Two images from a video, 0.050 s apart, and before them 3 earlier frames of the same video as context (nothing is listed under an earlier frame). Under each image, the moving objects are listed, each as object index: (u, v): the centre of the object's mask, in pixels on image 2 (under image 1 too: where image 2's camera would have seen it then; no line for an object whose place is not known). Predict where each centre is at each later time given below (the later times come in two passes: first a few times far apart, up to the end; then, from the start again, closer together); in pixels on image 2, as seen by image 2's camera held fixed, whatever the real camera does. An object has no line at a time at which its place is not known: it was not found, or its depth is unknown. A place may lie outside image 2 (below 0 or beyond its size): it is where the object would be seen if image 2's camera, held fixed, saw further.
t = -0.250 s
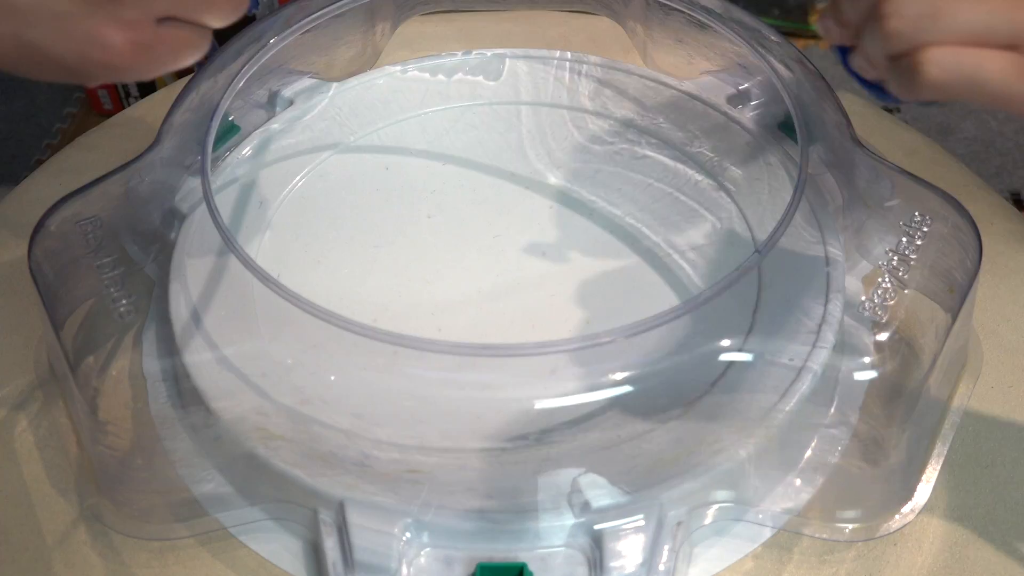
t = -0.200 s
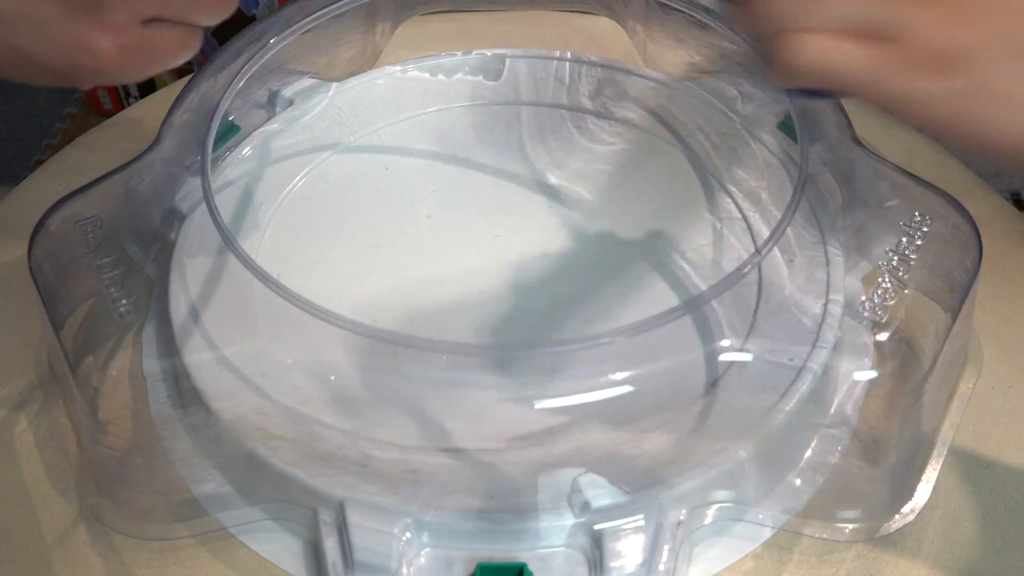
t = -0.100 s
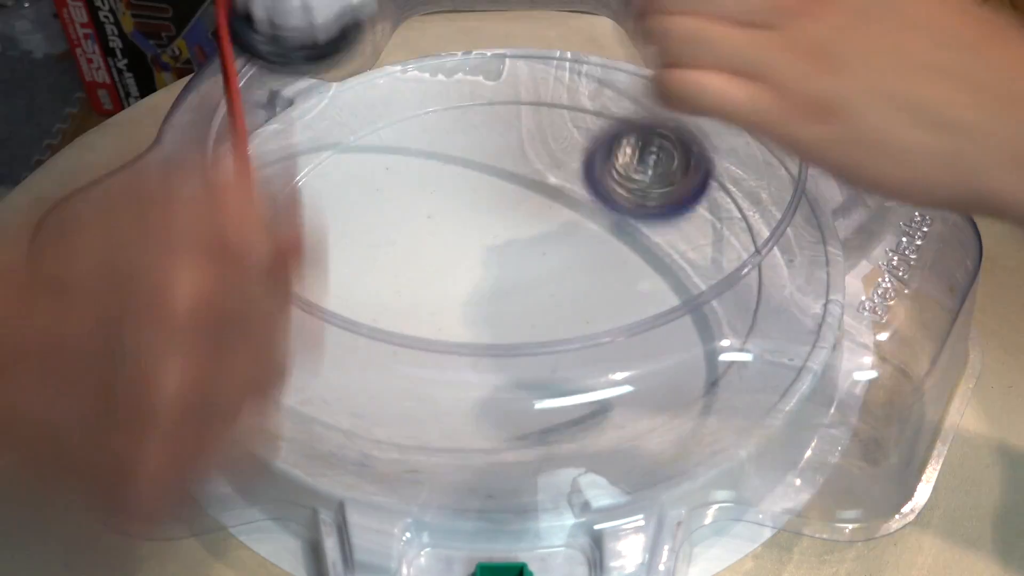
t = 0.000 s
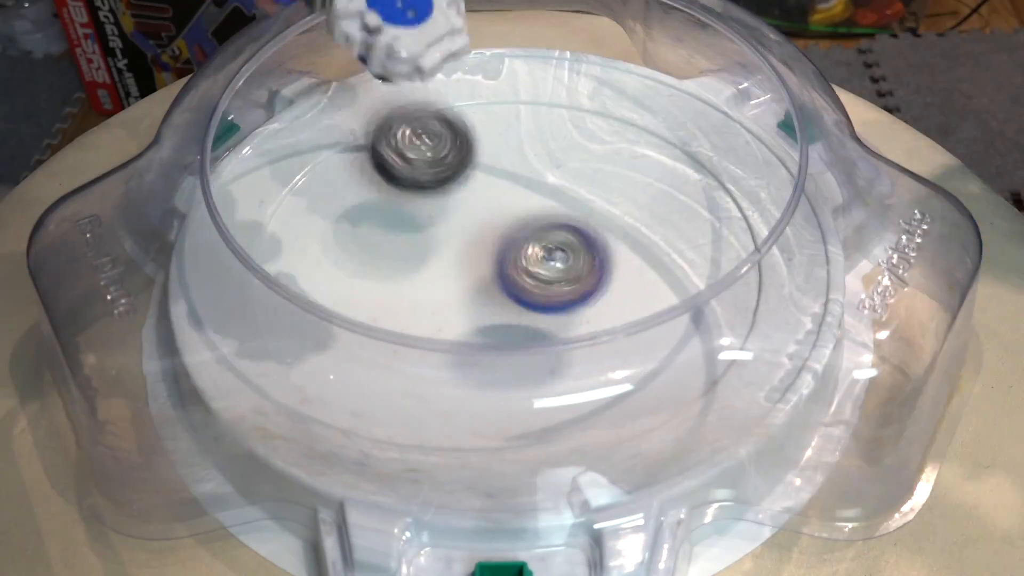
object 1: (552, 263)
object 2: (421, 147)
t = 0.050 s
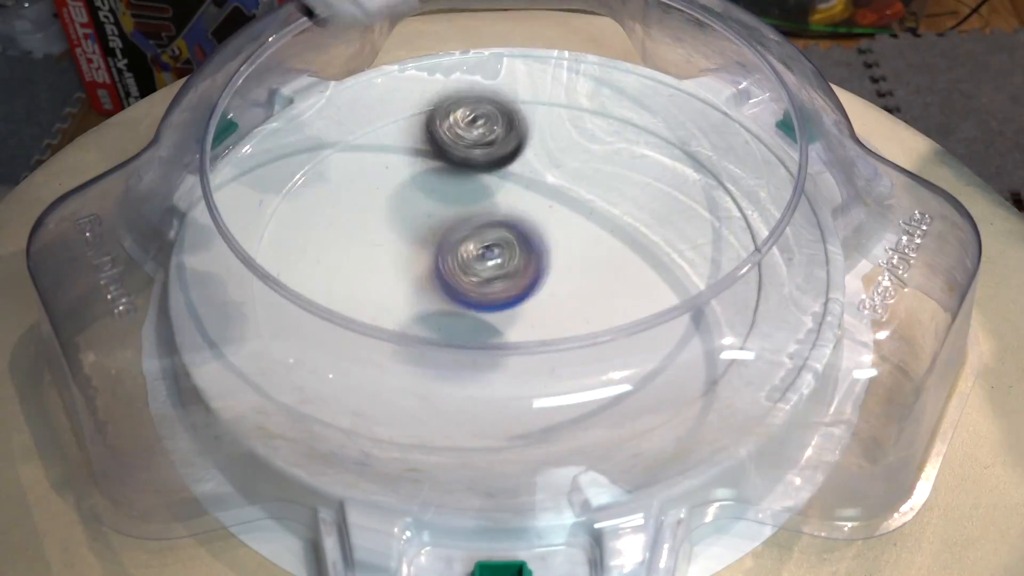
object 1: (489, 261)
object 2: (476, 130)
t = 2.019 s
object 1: (370, 395)
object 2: (583, 97)
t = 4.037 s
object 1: (365, 389)
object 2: (233, 231)
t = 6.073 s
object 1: (367, 265)
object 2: (381, 147)
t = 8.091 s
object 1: (360, 268)
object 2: (492, 357)
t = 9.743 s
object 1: (451, 280)
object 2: (616, 369)
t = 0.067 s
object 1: (467, 268)
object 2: (493, 119)
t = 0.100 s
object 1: (429, 270)
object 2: (527, 110)
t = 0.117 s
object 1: (410, 262)
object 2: (543, 112)
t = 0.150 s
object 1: (374, 257)
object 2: (575, 109)
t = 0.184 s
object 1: (342, 246)
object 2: (604, 111)
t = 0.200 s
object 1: (328, 239)
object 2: (618, 113)
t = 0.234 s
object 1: (303, 223)
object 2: (643, 119)
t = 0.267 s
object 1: (285, 206)
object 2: (664, 135)
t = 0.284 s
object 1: (279, 197)
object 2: (674, 145)
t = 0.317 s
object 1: (274, 180)
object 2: (690, 167)
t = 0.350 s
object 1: (287, 170)
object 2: (700, 197)
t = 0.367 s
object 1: (295, 169)
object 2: (703, 213)
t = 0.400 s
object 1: (317, 164)
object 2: (699, 246)
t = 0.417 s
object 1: (330, 162)
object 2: (696, 265)
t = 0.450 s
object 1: (357, 158)
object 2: (681, 305)
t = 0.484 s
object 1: (388, 154)
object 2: (655, 343)
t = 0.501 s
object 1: (403, 153)
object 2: (637, 361)
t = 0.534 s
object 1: (435, 149)
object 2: (591, 396)
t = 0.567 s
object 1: (467, 148)
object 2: (535, 417)
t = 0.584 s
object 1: (484, 149)
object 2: (503, 414)
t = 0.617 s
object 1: (515, 156)
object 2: (438, 414)
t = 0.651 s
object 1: (544, 169)
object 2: (377, 403)
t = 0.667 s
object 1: (557, 175)
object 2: (346, 390)
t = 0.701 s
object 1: (582, 193)
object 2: (293, 364)
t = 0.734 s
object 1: (601, 215)
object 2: (242, 333)
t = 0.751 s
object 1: (608, 230)
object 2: (219, 317)
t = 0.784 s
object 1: (618, 255)
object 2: (184, 278)
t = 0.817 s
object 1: (622, 280)
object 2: (185, 239)
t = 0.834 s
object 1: (618, 289)
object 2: (208, 234)
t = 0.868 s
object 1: (615, 322)
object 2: (250, 213)
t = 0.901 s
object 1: (601, 349)
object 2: (292, 201)
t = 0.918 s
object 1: (591, 360)
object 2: (316, 190)
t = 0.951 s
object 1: (568, 379)
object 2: (366, 172)
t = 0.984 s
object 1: (538, 400)
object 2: (418, 154)
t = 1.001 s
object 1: (519, 402)
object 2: (445, 147)
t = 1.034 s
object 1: (483, 410)
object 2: (500, 134)
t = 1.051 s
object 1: (465, 410)
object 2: (529, 130)
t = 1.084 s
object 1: (428, 407)
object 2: (584, 123)
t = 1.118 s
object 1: (392, 401)
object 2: (638, 120)
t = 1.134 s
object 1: (375, 394)
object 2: (661, 118)
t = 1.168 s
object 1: (347, 375)
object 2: (694, 132)
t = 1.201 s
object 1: (324, 347)
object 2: (725, 163)
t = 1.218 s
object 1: (314, 334)
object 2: (738, 179)
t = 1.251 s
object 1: (297, 306)
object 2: (759, 213)
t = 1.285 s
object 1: (283, 274)
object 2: (769, 252)
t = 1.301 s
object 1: (278, 258)
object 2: (770, 273)
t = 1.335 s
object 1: (276, 225)
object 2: (763, 321)
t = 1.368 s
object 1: (278, 193)
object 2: (748, 364)
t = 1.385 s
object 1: (284, 177)
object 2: (737, 387)
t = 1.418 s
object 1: (314, 150)
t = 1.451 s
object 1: (350, 131)
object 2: (648, 383)
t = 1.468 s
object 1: (370, 124)
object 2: (621, 385)
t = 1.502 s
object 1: (413, 111)
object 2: (573, 382)
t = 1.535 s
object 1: (460, 104)
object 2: (517, 364)
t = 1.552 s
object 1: (484, 103)
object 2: (490, 358)
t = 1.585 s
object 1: (533, 103)
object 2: (442, 330)
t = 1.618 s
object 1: (581, 109)
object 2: (403, 300)
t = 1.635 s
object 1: (605, 114)
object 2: (385, 289)
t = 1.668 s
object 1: (650, 127)
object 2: (355, 259)
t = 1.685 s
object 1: (673, 134)
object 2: (345, 244)
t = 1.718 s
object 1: (711, 154)
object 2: (332, 213)
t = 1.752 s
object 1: (730, 192)
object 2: (326, 180)
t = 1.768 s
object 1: (733, 210)
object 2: (327, 165)
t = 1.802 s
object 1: (750, 252)
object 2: (335, 137)
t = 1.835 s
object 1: (738, 299)
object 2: (357, 120)
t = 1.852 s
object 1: (724, 323)
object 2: (374, 116)
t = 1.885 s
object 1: (680, 368)
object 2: (410, 108)
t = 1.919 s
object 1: (609, 397)
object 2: (450, 101)
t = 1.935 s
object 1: (574, 410)
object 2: (471, 96)
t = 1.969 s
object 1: (491, 423)
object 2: (515, 94)
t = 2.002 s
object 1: (408, 410)
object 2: (561, 95)
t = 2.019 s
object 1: (370, 395)
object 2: (583, 97)
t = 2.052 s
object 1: (314, 359)
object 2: (628, 104)
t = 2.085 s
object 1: (276, 315)
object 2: (669, 118)
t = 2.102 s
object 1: (267, 291)
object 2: (689, 128)
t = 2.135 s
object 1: (261, 239)
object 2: (719, 159)
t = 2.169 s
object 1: (273, 197)
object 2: (741, 195)
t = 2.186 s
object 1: (288, 176)
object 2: (754, 220)
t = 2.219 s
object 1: (324, 138)
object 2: (752, 273)
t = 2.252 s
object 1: (368, 105)
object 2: (733, 328)
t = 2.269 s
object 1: (397, 96)
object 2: (708, 352)
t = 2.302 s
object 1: (457, 78)
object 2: (636, 399)
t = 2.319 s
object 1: (489, 75)
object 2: (594, 410)
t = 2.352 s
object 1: (556, 75)
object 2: (496, 423)
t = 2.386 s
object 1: (624, 92)
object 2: (400, 407)
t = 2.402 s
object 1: (658, 105)
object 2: (357, 393)
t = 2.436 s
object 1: (715, 145)
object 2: (286, 350)
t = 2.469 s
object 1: (745, 200)
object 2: (255, 286)
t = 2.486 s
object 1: (759, 232)
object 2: (250, 255)
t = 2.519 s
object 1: (747, 308)
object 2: (266, 198)
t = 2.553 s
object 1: (688, 367)
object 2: (304, 149)
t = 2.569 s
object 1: (645, 392)
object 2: (332, 126)
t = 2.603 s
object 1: (541, 414)
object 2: (396, 96)
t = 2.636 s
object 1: (439, 414)
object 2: (468, 78)
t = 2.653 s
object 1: (390, 399)
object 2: (506, 78)
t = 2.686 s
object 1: (317, 361)
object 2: (579, 85)
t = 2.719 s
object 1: (273, 313)
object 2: (641, 106)
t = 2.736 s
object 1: (263, 282)
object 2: (669, 120)
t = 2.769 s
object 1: (266, 231)
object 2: (712, 156)
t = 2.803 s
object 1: (280, 182)
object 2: (741, 197)
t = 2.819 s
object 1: (297, 159)
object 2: (750, 220)
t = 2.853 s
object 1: (338, 123)
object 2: (751, 273)
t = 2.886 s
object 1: (395, 96)
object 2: (725, 324)
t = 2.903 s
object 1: (425, 85)
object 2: (709, 349)
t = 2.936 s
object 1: (490, 73)
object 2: (646, 390)
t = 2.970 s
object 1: (560, 76)
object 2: (568, 417)
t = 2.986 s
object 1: (596, 82)
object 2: (522, 421)
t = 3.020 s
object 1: (662, 108)
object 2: (435, 417)
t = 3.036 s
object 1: (691, 123)
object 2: (390, 410)
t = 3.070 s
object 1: (736, 171)
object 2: (321, 378)
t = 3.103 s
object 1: (759, 229)
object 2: (272, 331)
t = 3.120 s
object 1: (757, 261)
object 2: (258, 303)
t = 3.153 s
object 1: (731, 331)
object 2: (247, 249)
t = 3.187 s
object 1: (663, 380)
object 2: (264, 199)
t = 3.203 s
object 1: (623, 395)
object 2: (275, 175)
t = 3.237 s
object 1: (525, 414)
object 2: (315, 137)
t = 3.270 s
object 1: (433, 412)
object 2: (368, 107)
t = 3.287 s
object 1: (391, 398)
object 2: (396, 96)
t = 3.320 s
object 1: (329, 369)
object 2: (458, 82)
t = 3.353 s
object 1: (277, 328)
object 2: (522, 77)
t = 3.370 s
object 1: (269, 300)
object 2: (552, 82)
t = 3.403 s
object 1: (261, 252)
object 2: (611, 95)
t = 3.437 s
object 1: (268, 211)
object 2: (658, 115)
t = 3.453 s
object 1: (275, 189)
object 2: (678, 127)
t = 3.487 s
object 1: (302, 151)
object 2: (714, 156)
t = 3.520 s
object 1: (340, 118)
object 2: (738, 192)
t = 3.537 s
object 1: (366, 105)
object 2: (746, 210)
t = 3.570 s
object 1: (418, 84)
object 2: (751, 252)
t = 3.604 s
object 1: (476, 72)
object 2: (742, 299)
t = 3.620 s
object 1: (506, 69)
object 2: (734, 319)
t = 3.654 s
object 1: (570, 75)
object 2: (702, 360)
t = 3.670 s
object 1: (601, 82)
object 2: (675, 379)
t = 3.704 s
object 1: (659, 103)
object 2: (615, 409)
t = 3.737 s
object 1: (709, 137)
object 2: (545, 422)
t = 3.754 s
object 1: (728, 157)
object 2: (508, 427)
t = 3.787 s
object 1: (752, 205)
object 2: (432, 425)
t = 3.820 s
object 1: (756, 258)
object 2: (367, 408)
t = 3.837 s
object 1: (749, 285)
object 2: (338, 394)
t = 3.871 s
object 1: (715, 341)
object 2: (290, 364)
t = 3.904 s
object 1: (652, 383)
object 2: (248, 336)
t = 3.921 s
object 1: (617, 399)
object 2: (229, 320)
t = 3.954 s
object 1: (535, 413)
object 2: (200, 287)
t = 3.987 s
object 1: (460, 414)
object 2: (179, 252)
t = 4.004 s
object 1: (430, 409)
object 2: (191, 241)
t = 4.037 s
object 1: (365, 389)
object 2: (233, 231)
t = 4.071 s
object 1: (318, 360)
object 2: (275, 225)
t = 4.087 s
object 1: (298, 346)
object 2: (293, 224)
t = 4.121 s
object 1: (273, 310)
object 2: (336, 216)
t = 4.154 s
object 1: (263, 268)
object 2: (379, 206)
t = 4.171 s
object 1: (265, 248)
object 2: (401, 201)
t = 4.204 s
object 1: (272, 213)
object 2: (442, 191)
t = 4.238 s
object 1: (293, 178)
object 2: (482, 183)
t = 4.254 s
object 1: (309, 162)
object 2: (500, 180)
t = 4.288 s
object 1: (344, 133)
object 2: (536, 177)
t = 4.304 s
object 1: (364, 120)
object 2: (552, 177)
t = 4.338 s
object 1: (406, 99)
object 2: (581, 180)
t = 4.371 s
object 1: (456, 85)
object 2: (606, 186)
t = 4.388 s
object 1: (481, 83)
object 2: (616, 189)
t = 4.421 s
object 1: (535, 80)
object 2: (635, 203)
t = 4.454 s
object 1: (590, 91)
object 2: (649, 219)
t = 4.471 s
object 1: (615, 100)
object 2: (655, 223)
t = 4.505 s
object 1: (661, 123)
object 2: (661, 245)
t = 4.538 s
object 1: (700, 148)
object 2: (658, 268)
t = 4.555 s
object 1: (716, 164)
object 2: (651, 276)
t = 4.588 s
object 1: (740, 202)
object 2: (641, 306)
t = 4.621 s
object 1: (750, 246)
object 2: (623, 338)
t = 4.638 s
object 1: (748, 268)
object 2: (610, 344)
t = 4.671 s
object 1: (735, 315)
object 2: (578, 365)
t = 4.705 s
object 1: (701, 348)
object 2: (535, 374)
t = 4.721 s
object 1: (683, 361)
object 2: (517, 376)
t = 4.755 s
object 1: (640, 389)
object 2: (477, 388)
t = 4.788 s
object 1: (590, 404)
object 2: (436, 384)
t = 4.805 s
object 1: (564, 407)
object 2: (415, 380)
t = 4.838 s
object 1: (512, 410)
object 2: (382, 356)
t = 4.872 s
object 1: (468, 402)
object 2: (353, 339)
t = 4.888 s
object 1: (448, 395)
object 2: (338, 328)
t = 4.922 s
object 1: (412, 380)
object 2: (326, 295)
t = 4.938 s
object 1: (395, 373)
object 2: (323, 280)
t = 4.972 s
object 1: (380, 341)
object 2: (315, 254)
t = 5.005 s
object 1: (366, 309)
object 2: (320, 227)
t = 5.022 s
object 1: (370, 291)
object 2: (325, 215)
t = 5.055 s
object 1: (367, 275)
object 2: (339, 184)
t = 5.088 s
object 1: (377, 258)
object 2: (356, 155)
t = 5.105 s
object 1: (383, 248)
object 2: (365, 141)
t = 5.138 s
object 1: (398, 227)
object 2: (387, 116)
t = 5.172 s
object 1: (416, 209)
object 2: (413, 99)
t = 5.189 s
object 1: (425, 195)
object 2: (427, 91)
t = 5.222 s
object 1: (447, 176)
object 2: (464, 87)
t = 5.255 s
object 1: (470, 175)
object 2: (501, 71)
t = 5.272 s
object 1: (481, 181)
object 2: (520, 58)
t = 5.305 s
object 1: (503, 192)
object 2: (554, 46)
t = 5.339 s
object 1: (527, 204)
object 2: (590, 35)
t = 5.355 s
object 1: (536, 209)
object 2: (600, 35)
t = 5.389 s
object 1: (556, 217)
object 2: (598, 55)
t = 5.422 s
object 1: (574, 223)
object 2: (597, 78)
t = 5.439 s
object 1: (581, 228)
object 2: (598, 92)
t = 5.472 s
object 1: (593, 239)
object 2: (595, 122)
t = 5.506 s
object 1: (601, 252)
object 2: (592, 152)
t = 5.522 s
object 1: (602, 258)
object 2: (589, 166)
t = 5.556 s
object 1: (607, 286)
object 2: (578, 179)
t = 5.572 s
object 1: (605, 298)
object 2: (572, 182)
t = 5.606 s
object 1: (602, 331)
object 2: (557, 191)
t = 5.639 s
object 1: (592, 359)
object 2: (539, 195)
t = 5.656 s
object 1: (585, 367)
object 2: (532, 197)
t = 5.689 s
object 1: (564, 385)
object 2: (514, 200)
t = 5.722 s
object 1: (534, 395)
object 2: (496, 201)
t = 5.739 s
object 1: (518, 397)
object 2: (487, 201)
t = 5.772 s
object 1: (483, 398)
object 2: (470, 201)
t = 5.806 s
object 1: (451, 393)
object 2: (454, 199)
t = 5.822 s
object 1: (430, 388)
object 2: (445, 198)
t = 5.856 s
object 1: (399, 376)
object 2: (431, 195)
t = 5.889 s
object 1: (376, 357)
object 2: (419, 192)
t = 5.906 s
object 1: (364, 346)
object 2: (413, 189)
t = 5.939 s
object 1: (354, 321)
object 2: (402, 185)
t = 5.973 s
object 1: (355, 290)
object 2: (394, 183)
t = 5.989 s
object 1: (352, 283)
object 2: (391, 180)
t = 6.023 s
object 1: (351, 266)
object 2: (385, 177)
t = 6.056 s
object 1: (360, 258)
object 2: (382, 161)
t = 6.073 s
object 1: (367, 265)
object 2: (381, 147)
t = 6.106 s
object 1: (380, 282)
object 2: (384, 120)
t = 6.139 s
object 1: (396, 295)
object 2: (390, 104)
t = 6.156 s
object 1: (403, 298)
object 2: (397, 101)
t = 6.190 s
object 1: (417, 305)
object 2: (418, 103)
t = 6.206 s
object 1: (427, 309)
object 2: (427, 105)
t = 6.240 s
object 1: (439, 314)
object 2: (446, 112)
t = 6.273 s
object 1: (450, 325)
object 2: (464, 124)
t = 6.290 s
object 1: (454, 328)
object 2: (473, 133)
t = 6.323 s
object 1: (465, 333)
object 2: (488, 152)
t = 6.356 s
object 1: (475, 337)
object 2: (500, 172)
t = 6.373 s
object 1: (479, 339)
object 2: (505, 181)
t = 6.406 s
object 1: (488, 343)
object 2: (513, 204)
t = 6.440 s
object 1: (496, 345)
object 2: (517, 226)
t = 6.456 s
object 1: (501, 345)
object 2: (516, 238)
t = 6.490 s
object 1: (507, 357)
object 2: (515, 258)
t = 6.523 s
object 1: (518, 370)
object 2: (509, 266)
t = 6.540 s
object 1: (535, 396)
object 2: (496, 245)
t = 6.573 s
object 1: (562, 423)
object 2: (473, 202)
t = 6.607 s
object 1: (577, 417)
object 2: (453, 161)
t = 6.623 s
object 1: (579, 407)
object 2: (445, 144)
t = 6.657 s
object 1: (581, 405)
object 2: (432, 113)
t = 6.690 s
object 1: (575, 381)
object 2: (425, 89)
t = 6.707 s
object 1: (574, 370)
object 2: (426, 81)
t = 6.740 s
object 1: (562, 332)
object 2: (430, 79)
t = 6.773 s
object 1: (553, 304)
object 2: (436, 92)
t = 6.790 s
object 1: (550, 290)
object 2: (441, 97)
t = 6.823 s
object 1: (543, 262)
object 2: (454, 110)
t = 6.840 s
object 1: (540, 248)
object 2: (459, 116)
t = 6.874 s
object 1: (535, 220)
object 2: (471, 132)
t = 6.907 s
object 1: (544, 201)
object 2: (470, 141)
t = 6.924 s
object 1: (569, 195)
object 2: (451, 134)
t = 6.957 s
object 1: (614, 180)
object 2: (413, 135)
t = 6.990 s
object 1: (658, 167)
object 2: (379, 142)
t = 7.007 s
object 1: (680, 165)
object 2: (363, 141)
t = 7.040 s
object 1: (712, 161)
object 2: (336, 143)
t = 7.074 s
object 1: (732, 159)
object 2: (318, 145)
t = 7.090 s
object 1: (738, 160)
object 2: (312, 151)
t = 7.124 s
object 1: (747, 162)
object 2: (308, 165)
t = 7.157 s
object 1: (752, 164)
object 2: (309, 180)
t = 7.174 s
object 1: (752, 165)
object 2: (309, 187)
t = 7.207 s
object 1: (750, 168)
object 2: (315, 200)
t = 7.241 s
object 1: (743, 171)
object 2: (327, 216)
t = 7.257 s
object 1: (737, 172)
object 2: (335, 223)
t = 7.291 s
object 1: (721, 174)
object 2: (353, 238)
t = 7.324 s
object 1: (701, 182)
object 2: (373, 251)
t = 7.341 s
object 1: (687, 185)
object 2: (382, 258)
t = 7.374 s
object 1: (658, 189)
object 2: (401, 265)
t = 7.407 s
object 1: (630, 195)
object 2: (423, 270)
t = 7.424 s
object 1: (615, 198)
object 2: (434, 273)
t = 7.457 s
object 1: (586, 203)
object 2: (455, 278)
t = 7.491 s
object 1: (557, 207)
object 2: (469, 281)
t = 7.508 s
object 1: (543, 209)
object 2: (477, 281)
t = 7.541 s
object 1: (518, 205)
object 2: (488, 290)
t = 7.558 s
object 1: (503, 196)
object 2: (495, 295)
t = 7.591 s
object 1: (475, 189)
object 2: (504, 304)
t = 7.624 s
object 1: (450, 181)
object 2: (509, 322)
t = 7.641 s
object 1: (439, 177)
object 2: (512, 330)
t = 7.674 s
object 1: (419, 172)
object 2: (513, 344)
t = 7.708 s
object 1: (403, 172)
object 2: (508, 354)
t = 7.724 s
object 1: (398, 174)
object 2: (506, 362)
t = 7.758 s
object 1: (387, 177)
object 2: (500, 371)
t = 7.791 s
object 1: (376, 183)
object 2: (493, 378)
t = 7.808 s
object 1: (372, 186)
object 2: (496, 388)
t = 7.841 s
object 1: (364, 194)
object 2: (487, 391)
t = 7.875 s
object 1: (357, 199)
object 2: (486, 390)
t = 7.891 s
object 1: (355, 203)
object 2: (482, 391)
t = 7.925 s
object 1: (351, 213)
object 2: (482, 390)
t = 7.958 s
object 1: (349, 224)
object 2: (480, 388)
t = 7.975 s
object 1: (347, 230)
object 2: (481, 387)
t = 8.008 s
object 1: (348, 240)
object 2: (485, 383)
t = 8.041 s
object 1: (351, 249)
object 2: (485, 369)
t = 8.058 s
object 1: (354, 255)
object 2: (485, 368)
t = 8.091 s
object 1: (360, 268)
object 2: (492, 357)
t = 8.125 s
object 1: (368, 280)
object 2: (496, 345)
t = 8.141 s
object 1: (374, 285)
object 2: (503, 339)
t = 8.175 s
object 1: (384, 293)
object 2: (509, 322)
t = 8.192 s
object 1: (389, 296)
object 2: (515, 318)
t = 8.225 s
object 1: (400, 303)
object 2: (525, 312)
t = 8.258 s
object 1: (393, 308)
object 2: (556, 299)
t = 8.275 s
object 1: (390, 318)
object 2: (569, 291)
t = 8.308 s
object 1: (390, 324)
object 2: (595, 274)
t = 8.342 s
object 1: (394, 330)
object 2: (620, 253)
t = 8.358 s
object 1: (401, 331)
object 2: (627, 245)
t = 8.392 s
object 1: (416, 333)
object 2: (644, 225)
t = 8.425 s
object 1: (430, 332)
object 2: (659, 207)
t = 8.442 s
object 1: (440, 332)
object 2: (662, 198)
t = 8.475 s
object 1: (462, 322)
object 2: (671, 182)
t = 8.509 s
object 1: (478, 321)
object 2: (677, 166)
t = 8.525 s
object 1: (485, 320)
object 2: (674, 163)
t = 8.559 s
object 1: (503, 314)
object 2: (674, 152)
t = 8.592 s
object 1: (515, 309)
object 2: (671, 145)
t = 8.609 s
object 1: (522, 307)
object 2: (667, 141)
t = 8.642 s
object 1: (534, 301)
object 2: (660, 139)
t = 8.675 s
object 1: (546, 293)
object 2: (653, 137)
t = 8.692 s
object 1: (549, 289)
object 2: (647, 135)
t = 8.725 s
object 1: (557, 278)
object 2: (633, 138)
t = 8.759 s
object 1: (565, 268)
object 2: (621, 142)
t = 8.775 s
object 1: (568, 264)
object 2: (611, 143)
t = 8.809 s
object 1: (571, 254)
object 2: (589, 149)
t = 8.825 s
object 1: (573, 248)
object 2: (580, 154)
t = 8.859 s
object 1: (575, 240)
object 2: (557, 160)
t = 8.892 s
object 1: (586, 249)
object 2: (519, 150)
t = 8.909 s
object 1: (594, 251)
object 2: (503, 143)
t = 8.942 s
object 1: (604, 261)
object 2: (467, 139)
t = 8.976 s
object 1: (607, 267)
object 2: (438, 138)
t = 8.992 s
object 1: (608, 270)
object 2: (424, 136)
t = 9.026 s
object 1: (605, 275)
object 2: (398, 141)
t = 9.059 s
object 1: (596, 276)
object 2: (379, 150)
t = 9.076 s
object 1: (591, 275)
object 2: (370, 154)
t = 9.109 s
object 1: (579, 275)
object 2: (360, 165)
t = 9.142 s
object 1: (561, 271)
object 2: (355, 178)
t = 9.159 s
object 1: (554, 269)
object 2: (355, 187)
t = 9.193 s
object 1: (538, 271)
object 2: (354, 204)
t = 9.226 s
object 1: (523, 268)
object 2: (355, 222)
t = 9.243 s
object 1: (518, 271)
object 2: (357, 230)
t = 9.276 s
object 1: (502, 268)
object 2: (364, 251)
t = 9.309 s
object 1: (488, 269)
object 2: (374, 274)
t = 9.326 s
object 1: (480, 269)
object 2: (378, 284)
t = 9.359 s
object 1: (479, 261)
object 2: (386, 298)
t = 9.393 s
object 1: (481, 257)
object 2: (393, 341)
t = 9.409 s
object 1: (479, 254)
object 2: (397, 351)
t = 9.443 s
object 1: (479, 253)
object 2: (416, 377)
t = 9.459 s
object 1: (479, 250)
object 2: (425, 380)
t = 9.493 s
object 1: (479, 250)
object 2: (441, 391)
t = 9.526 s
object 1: (477, 251)
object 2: (464, 397)
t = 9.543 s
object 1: (477, 250)
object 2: (475, 399)
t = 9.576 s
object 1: (472, 256)
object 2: (501, 402)
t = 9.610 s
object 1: (468, 261)
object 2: (529, 406)
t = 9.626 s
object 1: (464, 262)
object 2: (539, 405)
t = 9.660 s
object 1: (463, 268)
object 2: (567, 396)
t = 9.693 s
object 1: (457, 271)
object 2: (590, 386)
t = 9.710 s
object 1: (456, 277)
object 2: (598, 379)
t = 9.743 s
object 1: (451, 280)
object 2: (616, 369)
